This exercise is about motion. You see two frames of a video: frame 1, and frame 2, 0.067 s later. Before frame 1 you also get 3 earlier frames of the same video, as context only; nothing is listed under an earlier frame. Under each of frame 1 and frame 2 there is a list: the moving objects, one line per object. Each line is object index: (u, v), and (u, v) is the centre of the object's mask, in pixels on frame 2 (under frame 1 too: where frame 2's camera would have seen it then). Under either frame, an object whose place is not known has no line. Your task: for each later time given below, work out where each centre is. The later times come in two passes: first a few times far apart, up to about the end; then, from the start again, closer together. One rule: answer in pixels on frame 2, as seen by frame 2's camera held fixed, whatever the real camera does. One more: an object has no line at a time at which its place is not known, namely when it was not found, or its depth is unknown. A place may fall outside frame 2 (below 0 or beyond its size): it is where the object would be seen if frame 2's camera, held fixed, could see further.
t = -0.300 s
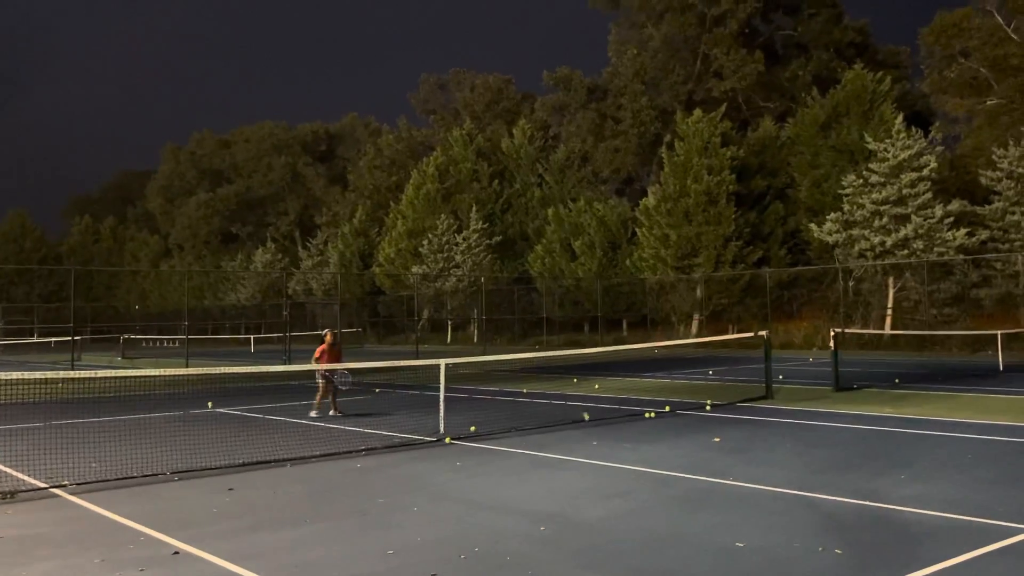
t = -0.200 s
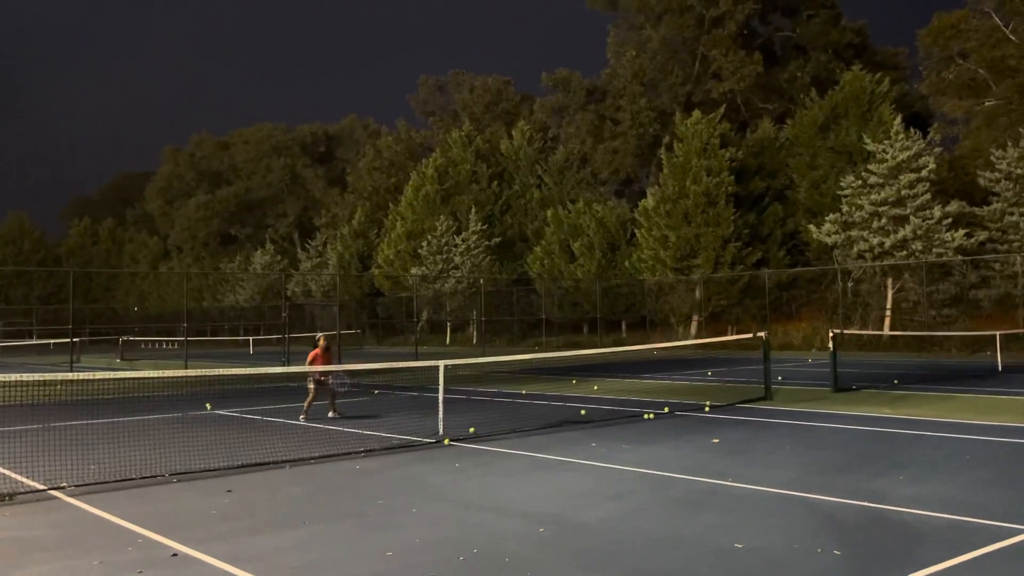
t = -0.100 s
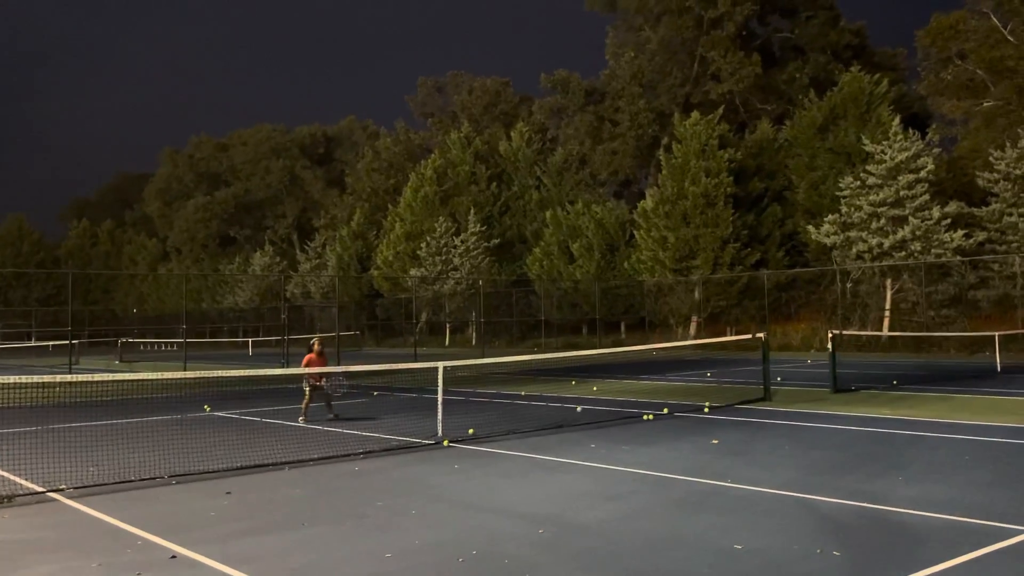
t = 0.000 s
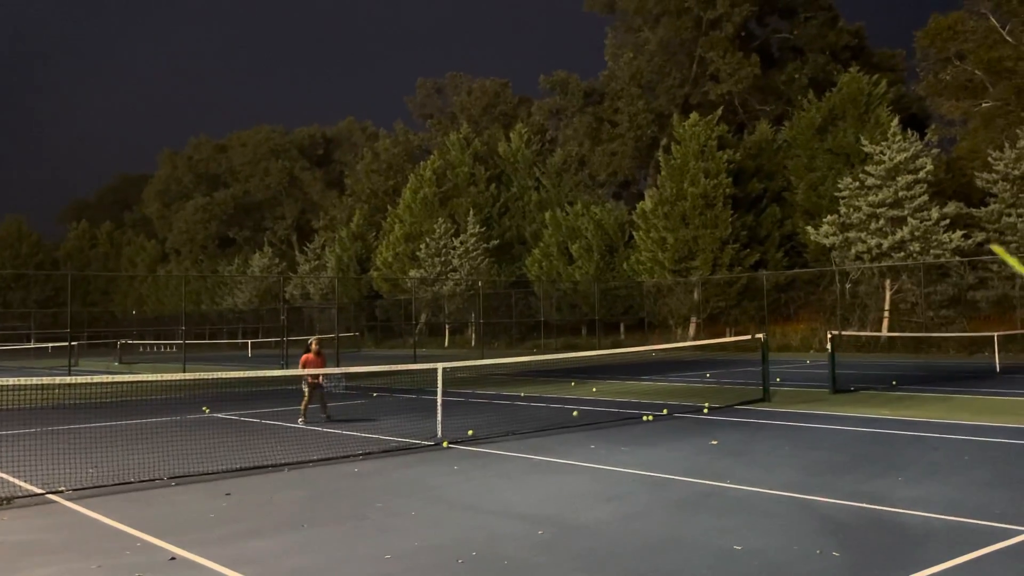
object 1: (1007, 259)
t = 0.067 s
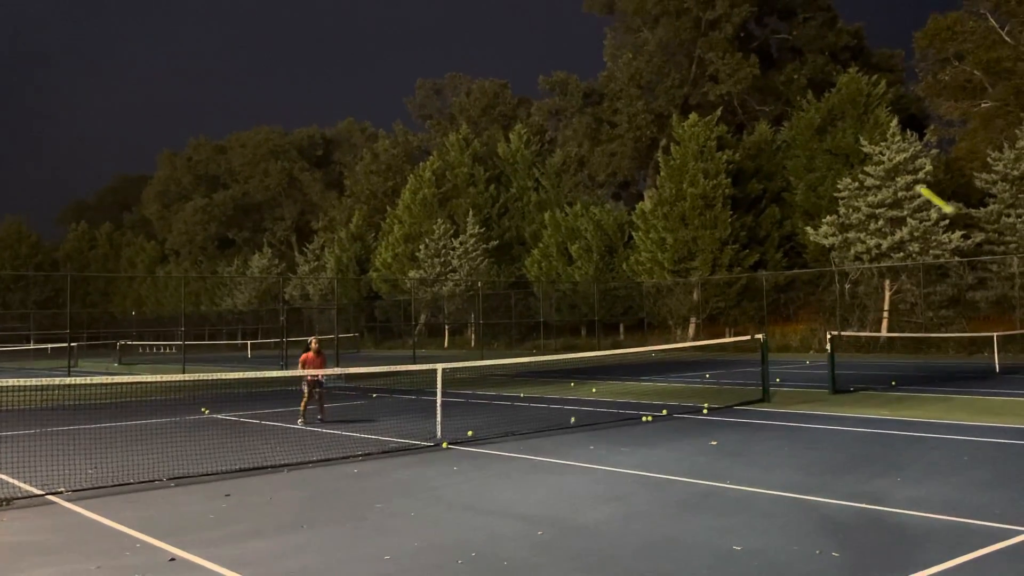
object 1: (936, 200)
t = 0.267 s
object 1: (754, 82)
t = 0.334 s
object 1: (706, 60)
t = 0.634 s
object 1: (537, 32)
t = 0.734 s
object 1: (492, 43)
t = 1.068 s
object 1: (374, 128)
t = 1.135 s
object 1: (354, 151)
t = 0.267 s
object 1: (754, 82)
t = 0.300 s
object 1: (730, 70)
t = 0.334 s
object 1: (706, 60)
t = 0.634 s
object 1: (537, 32)
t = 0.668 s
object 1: (521, 35)
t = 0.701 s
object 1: (506, 39)
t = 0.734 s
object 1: (492, 43)
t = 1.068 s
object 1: (374, 128)
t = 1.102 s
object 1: (364, 139)
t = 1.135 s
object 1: (354, 151)
